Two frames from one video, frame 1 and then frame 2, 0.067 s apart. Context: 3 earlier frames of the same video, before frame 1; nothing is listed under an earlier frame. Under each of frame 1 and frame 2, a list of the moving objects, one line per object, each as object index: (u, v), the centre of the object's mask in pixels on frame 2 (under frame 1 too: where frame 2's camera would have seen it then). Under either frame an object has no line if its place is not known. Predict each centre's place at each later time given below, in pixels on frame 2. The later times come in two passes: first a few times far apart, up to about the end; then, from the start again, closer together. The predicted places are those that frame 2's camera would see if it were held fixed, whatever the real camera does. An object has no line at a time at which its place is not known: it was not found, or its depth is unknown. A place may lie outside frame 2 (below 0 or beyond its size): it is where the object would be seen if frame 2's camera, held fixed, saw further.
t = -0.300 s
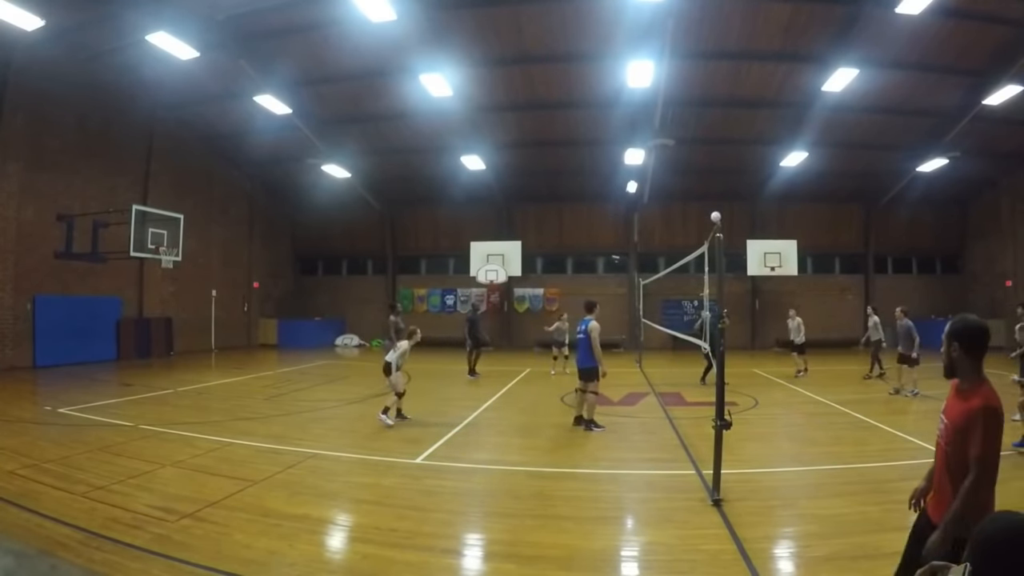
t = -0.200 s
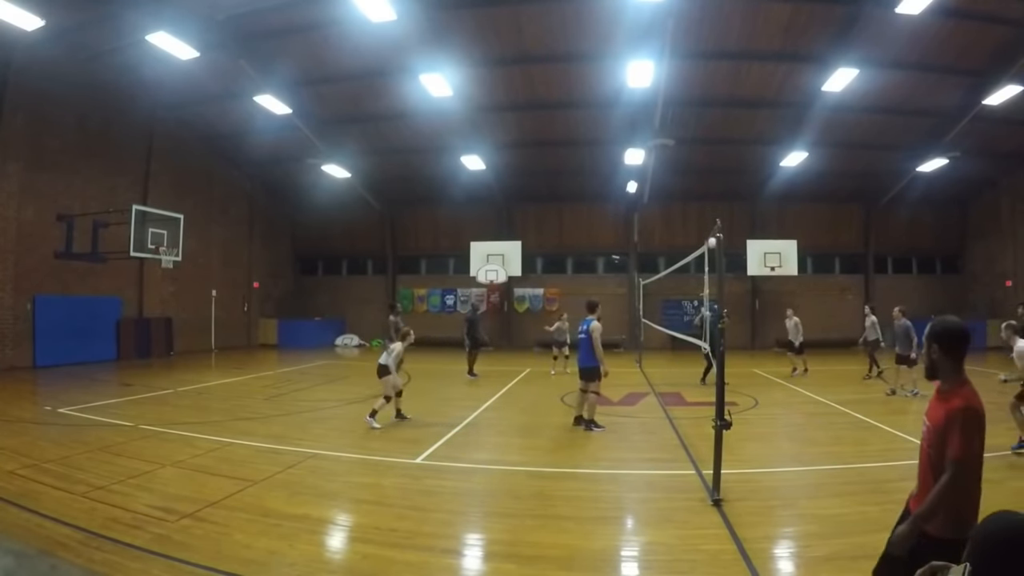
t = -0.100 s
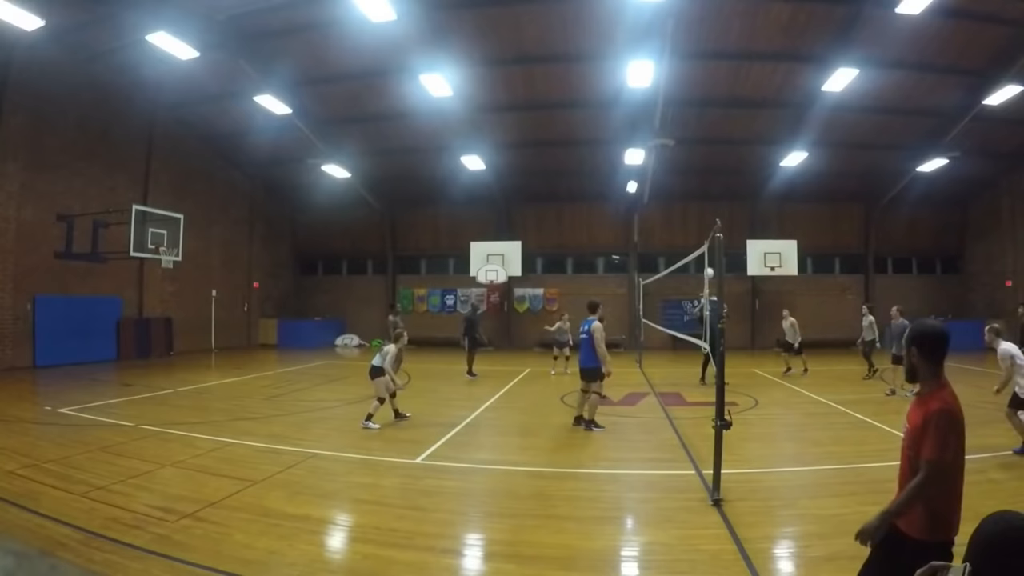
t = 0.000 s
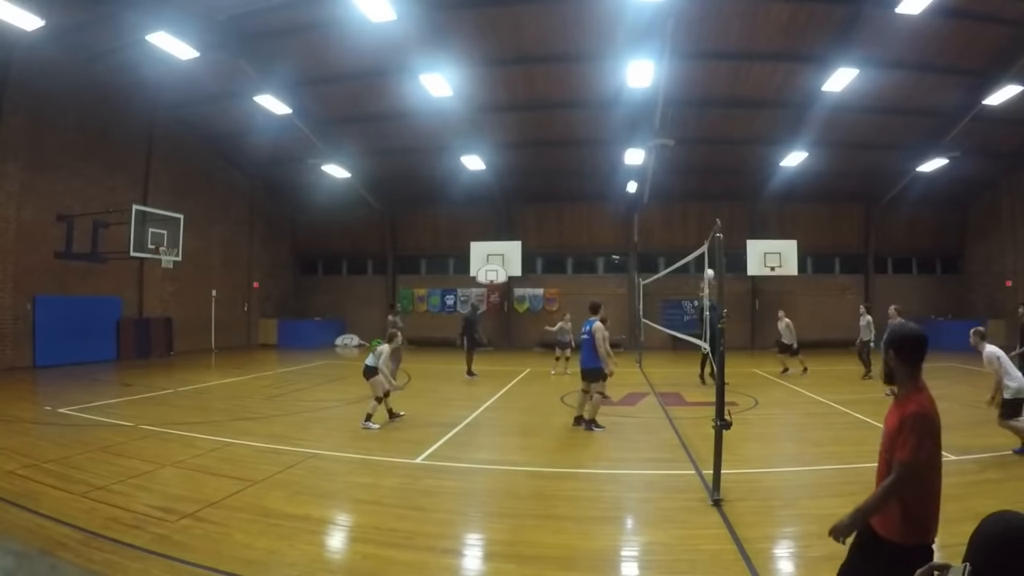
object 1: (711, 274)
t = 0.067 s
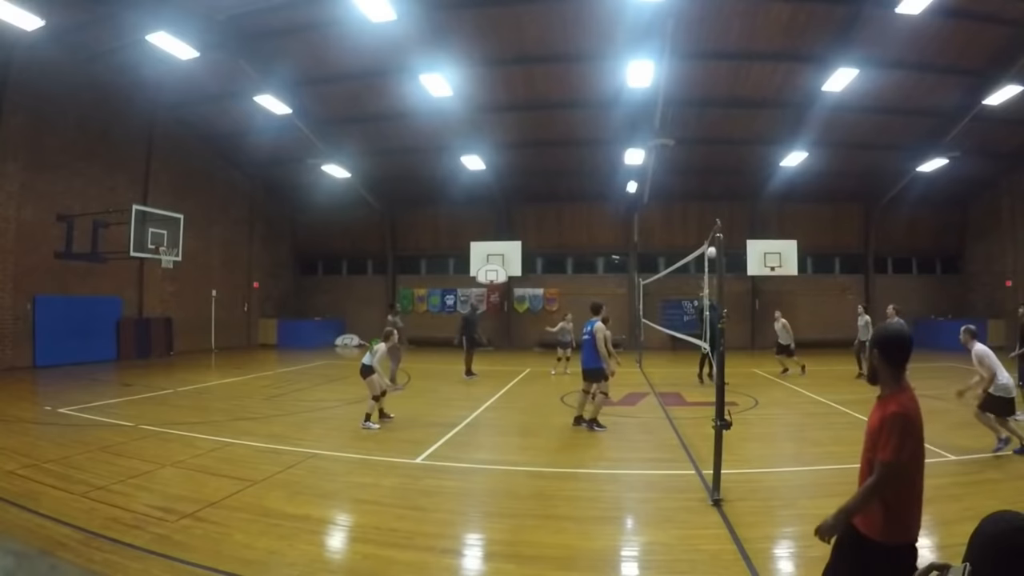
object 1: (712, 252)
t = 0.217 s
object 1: (719, 208)
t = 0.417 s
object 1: (731, 163)
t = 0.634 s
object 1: (745, 134)
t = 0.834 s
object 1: (762, 128)
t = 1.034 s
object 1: (784, 145)
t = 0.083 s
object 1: (712, 247)
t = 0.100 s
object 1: (712, 242)
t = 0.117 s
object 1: (713, 237)
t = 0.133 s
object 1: (713, 231)
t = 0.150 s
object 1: (713, 226)
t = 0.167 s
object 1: (716, 222)
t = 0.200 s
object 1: (719, 212)
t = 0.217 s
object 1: (719, 208)
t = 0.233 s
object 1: (720, 204)
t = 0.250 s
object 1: (721, 200)
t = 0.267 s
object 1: (722, 196)
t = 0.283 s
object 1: (723, 192)
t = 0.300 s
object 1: (724, 188)
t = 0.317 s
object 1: (725, 184)
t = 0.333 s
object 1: (726, 180)
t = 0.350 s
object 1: (727, 177)
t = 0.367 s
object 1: (728, 173)
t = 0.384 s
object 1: (729, 170)
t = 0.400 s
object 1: (730, 166)
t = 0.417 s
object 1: (731, 163)
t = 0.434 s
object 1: (732, 160)
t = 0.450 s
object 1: (733, 157)
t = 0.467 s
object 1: (734, 155)
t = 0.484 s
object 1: (735, 152)
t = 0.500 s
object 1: (736, 150)
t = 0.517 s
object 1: (737, 147)
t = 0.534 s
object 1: (738, 145)
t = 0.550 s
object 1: (739, 143)
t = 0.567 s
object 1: (741, 141)
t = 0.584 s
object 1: (742, 139)
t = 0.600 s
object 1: (743, 137)
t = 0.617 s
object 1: (744, 136)
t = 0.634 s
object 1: (745, 134)
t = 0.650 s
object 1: (747, 133)
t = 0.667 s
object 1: (748, 132)
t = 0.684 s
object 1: (749, 131)
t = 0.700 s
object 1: (751, 130)
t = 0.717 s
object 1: (752, 129)
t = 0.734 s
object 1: (754, 128)
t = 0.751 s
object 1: (755, 128)
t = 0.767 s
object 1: (756, 127)
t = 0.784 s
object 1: (758, 127)
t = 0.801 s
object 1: (759, 127)
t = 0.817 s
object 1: (761, 127)
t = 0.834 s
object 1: (762, 128)
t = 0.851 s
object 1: (764, 128)
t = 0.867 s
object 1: (766, 129)
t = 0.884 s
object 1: (767, 129)
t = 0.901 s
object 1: (769, 130)
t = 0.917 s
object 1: (771, 132)
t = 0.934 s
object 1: (773, 133)
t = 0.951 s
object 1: (774, 135)
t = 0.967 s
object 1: (776, 136)
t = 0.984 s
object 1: (778, 138)
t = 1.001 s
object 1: (780, 140)
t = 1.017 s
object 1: (782, 143)
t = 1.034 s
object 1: (784, 145)
